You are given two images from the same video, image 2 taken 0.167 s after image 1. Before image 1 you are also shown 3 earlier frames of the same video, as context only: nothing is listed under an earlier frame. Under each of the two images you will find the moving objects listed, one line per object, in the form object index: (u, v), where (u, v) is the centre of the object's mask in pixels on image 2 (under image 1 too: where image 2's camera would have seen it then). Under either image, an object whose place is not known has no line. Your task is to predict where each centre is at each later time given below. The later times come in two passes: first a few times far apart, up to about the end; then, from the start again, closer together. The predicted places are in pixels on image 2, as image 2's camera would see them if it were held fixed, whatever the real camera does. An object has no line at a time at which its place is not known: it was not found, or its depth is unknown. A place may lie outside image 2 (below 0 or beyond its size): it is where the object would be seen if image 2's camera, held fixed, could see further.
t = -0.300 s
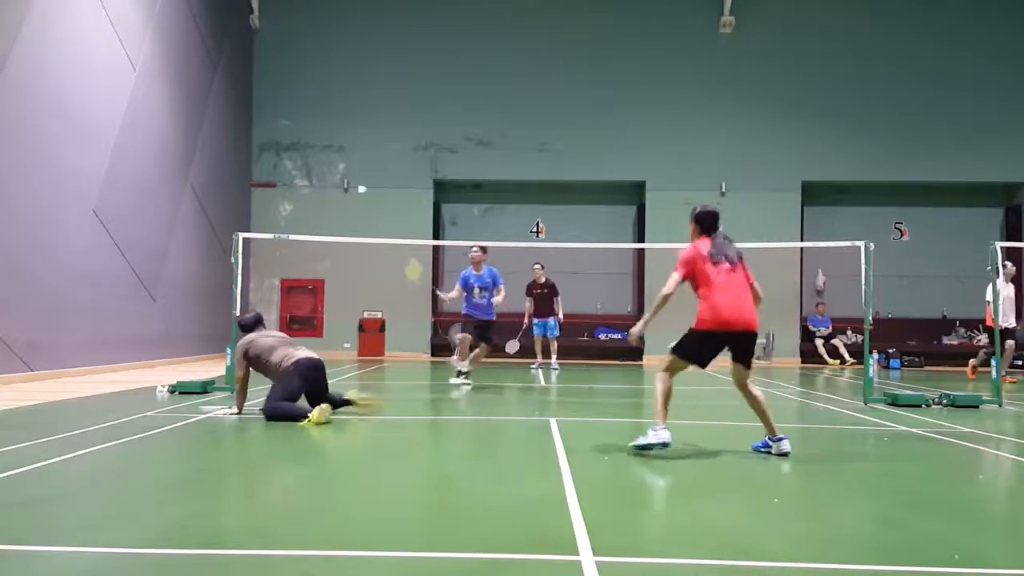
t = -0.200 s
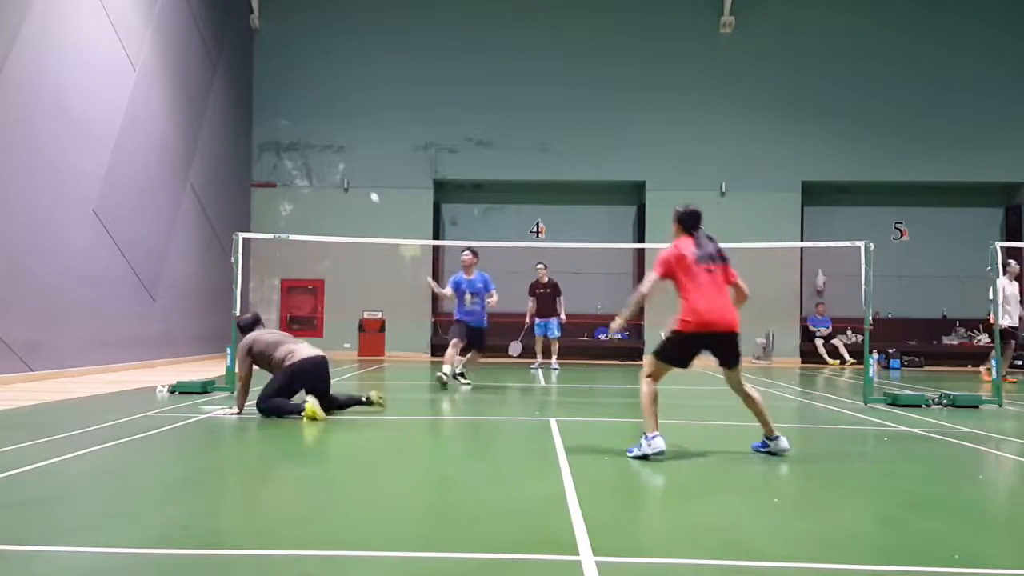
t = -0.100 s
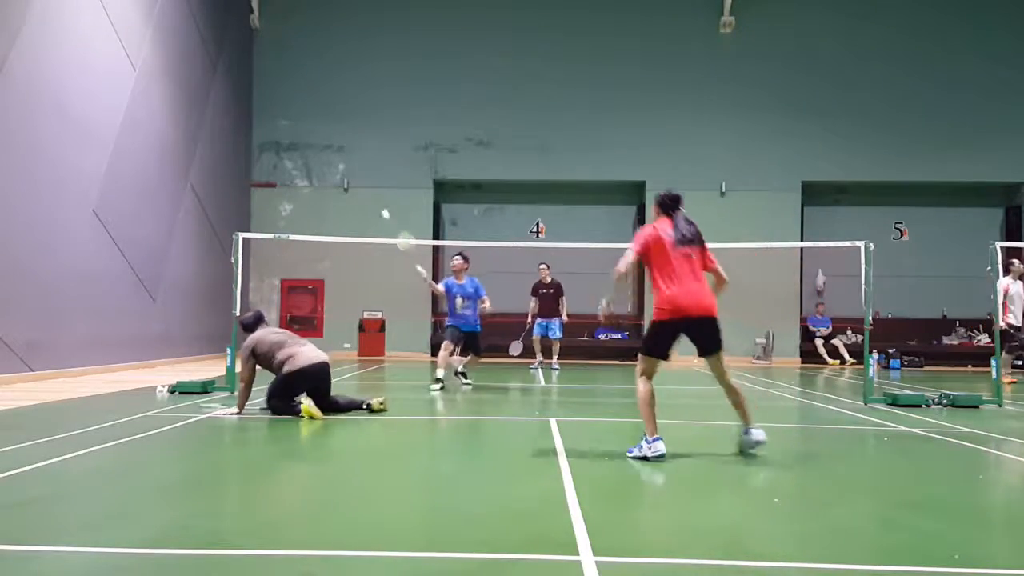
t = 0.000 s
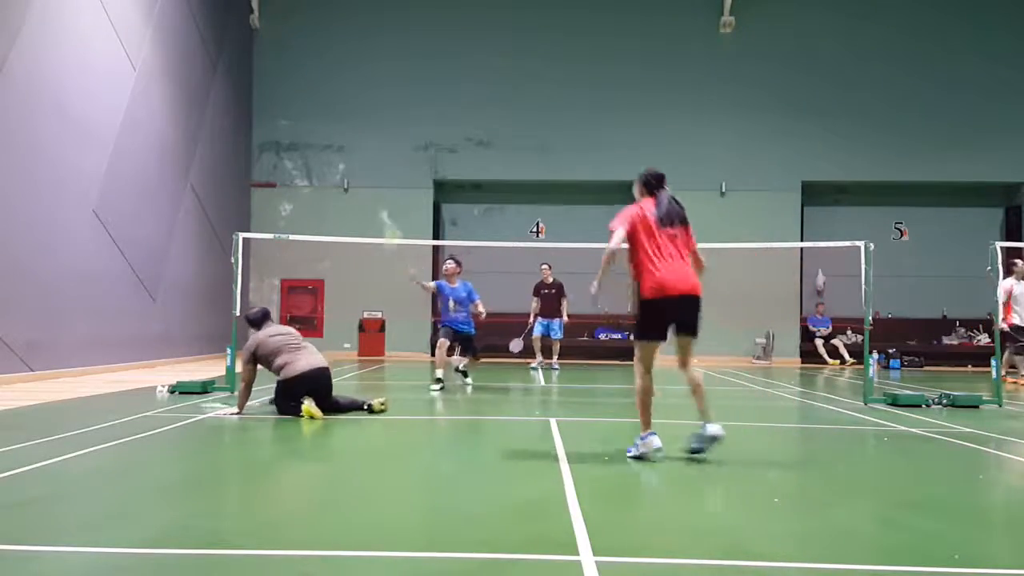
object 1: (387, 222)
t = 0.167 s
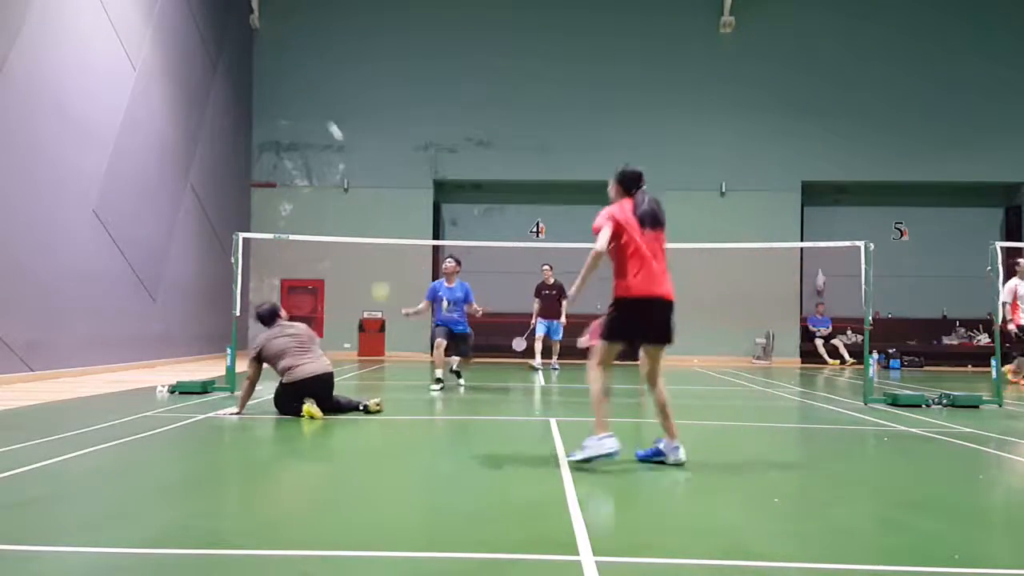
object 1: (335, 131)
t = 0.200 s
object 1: (324, 117)
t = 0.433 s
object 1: (247, 53)
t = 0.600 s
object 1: (180, 54)
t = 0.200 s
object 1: (324, 117)
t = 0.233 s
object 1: (315, 105)
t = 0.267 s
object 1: (304, 93)
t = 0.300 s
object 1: (293, 82)
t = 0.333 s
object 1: (282, 72)
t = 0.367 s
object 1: (270, 64)
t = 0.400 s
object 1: (259, 58)
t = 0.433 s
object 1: (247, 53)
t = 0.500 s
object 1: (221, 48)
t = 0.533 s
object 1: (209, 48)
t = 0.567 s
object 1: (195, 50)
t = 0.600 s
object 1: (180, 54)
